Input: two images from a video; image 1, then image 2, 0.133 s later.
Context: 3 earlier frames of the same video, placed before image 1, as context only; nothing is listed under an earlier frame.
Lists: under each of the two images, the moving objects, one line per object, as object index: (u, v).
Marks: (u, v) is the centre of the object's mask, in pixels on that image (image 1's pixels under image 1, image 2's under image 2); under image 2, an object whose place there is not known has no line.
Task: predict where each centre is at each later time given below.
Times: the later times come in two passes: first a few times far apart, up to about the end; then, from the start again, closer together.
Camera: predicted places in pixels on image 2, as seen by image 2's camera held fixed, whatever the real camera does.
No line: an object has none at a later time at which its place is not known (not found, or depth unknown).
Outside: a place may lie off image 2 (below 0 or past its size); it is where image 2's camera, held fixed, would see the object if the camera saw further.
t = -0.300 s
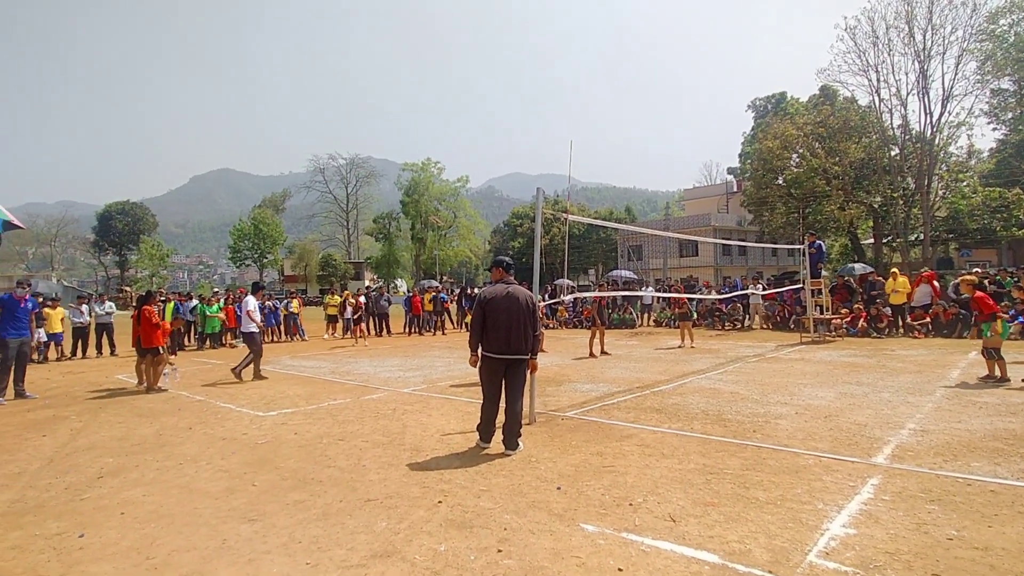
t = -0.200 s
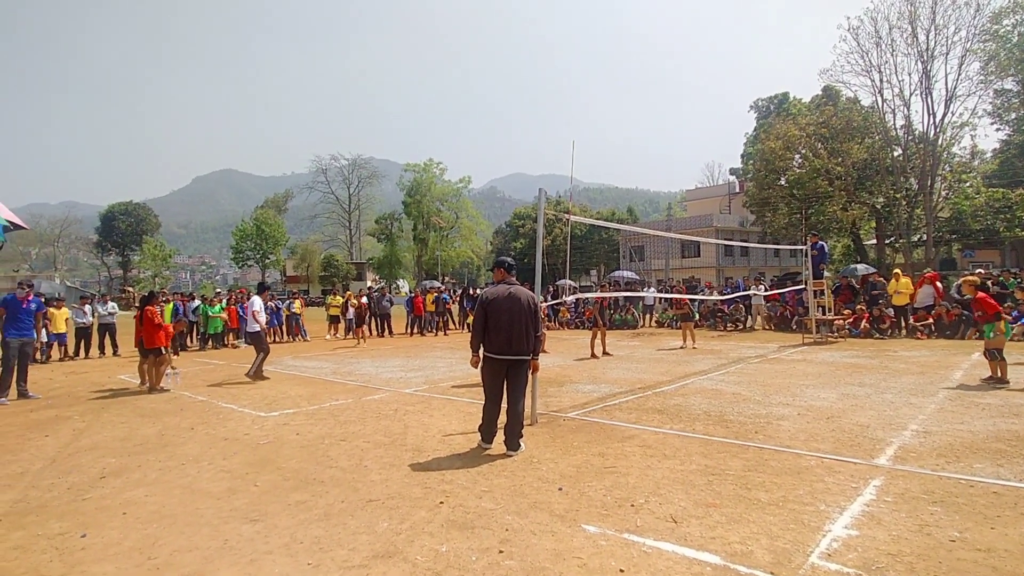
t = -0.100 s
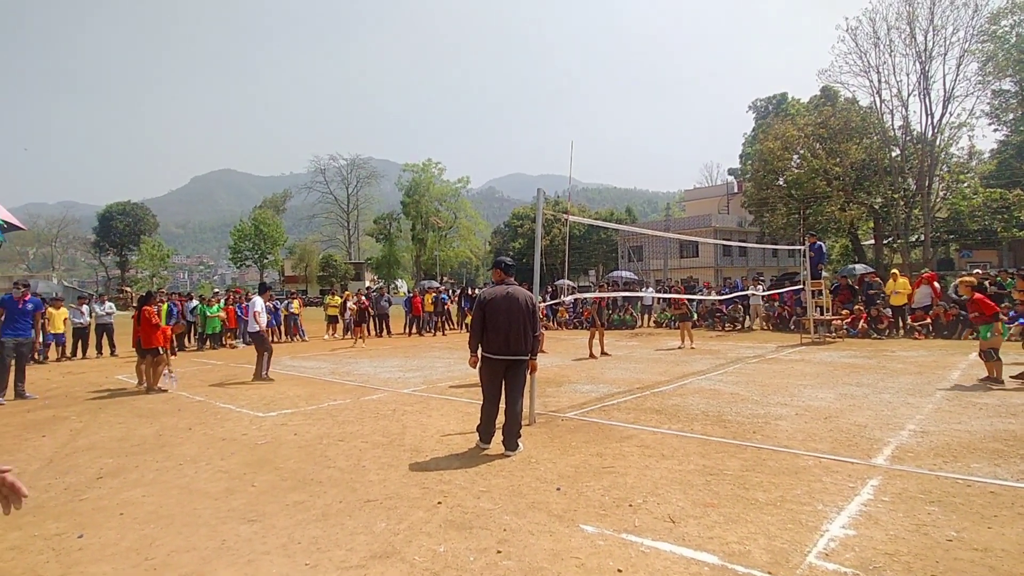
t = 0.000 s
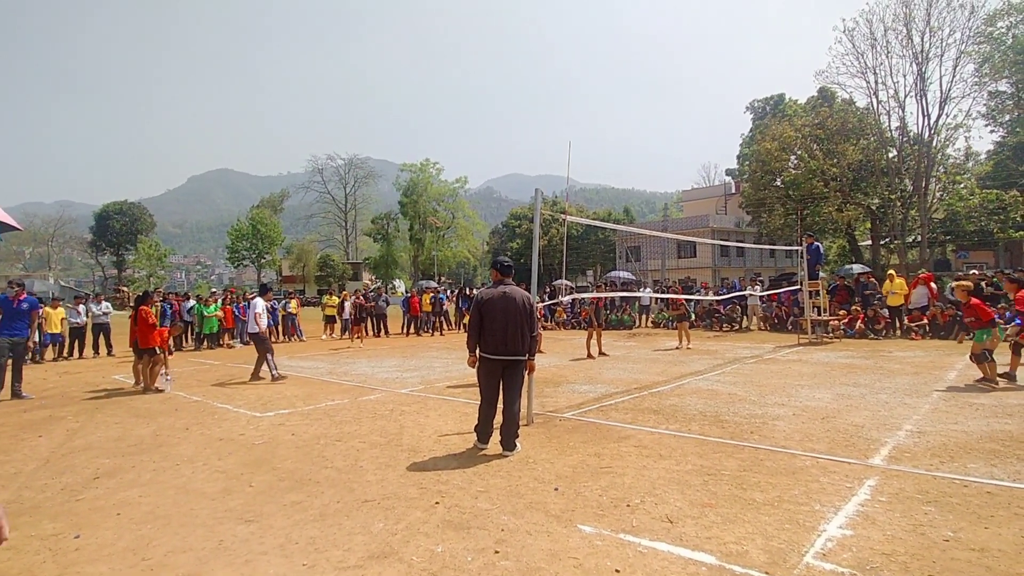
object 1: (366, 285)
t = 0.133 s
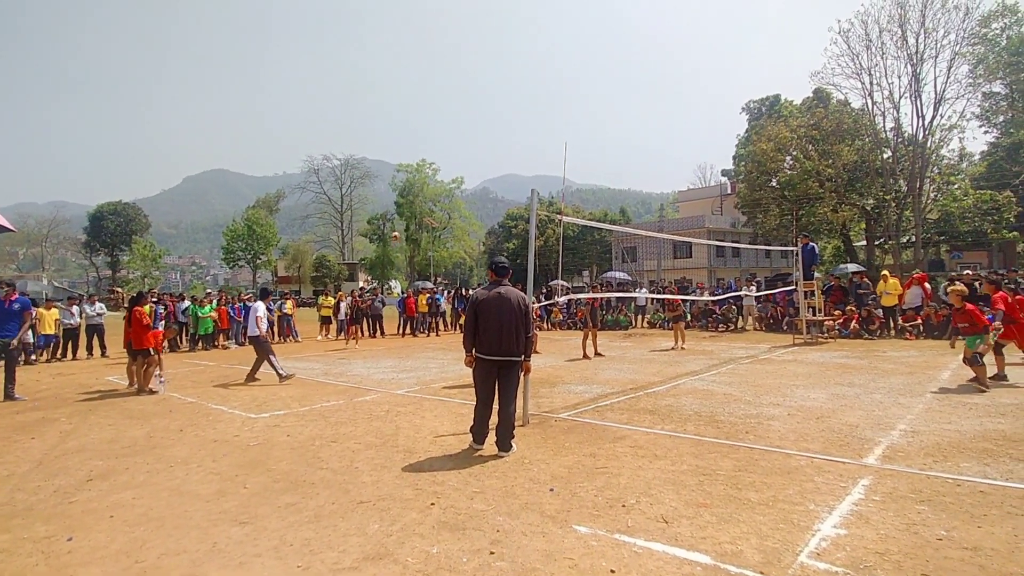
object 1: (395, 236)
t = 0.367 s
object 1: (462, 158)
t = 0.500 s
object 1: (506, 121)
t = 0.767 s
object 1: (608, 61)
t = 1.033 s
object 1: (730, 30)
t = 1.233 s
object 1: (840, 34)
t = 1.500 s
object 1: (1013, 91)
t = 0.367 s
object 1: (462, 158)
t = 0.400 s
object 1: (472, 148)
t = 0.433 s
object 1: (483, 139)
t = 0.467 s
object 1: (494, 129)
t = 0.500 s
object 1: (506, 121)
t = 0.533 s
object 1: (518, 112)
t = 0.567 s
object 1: (531, 104)
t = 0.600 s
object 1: (543, 96)
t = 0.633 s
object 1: (555, 89)
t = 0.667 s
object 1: (568, 81)
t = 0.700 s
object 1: (581, 74)
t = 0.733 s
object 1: (595, 67)
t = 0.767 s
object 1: (608, 61)
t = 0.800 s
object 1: (622, 55)
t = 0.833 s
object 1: (637, 50)
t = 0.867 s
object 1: (652, 45)
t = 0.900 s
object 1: (666, 41)
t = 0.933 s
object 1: (680, 35)
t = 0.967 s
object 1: (697, 33)
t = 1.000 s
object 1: (713, 31)
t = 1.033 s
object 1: (730, 30)
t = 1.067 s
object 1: (748, 28)
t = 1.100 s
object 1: (765, 28)
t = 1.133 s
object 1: (783, 28)
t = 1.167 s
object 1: (802, 30)
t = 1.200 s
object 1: (820, 31)
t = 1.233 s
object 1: (840, 34)
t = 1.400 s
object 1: (944, 63)
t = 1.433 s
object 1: (966, 71)
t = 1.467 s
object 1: (991, 81)
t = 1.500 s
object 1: (1013, 91)
